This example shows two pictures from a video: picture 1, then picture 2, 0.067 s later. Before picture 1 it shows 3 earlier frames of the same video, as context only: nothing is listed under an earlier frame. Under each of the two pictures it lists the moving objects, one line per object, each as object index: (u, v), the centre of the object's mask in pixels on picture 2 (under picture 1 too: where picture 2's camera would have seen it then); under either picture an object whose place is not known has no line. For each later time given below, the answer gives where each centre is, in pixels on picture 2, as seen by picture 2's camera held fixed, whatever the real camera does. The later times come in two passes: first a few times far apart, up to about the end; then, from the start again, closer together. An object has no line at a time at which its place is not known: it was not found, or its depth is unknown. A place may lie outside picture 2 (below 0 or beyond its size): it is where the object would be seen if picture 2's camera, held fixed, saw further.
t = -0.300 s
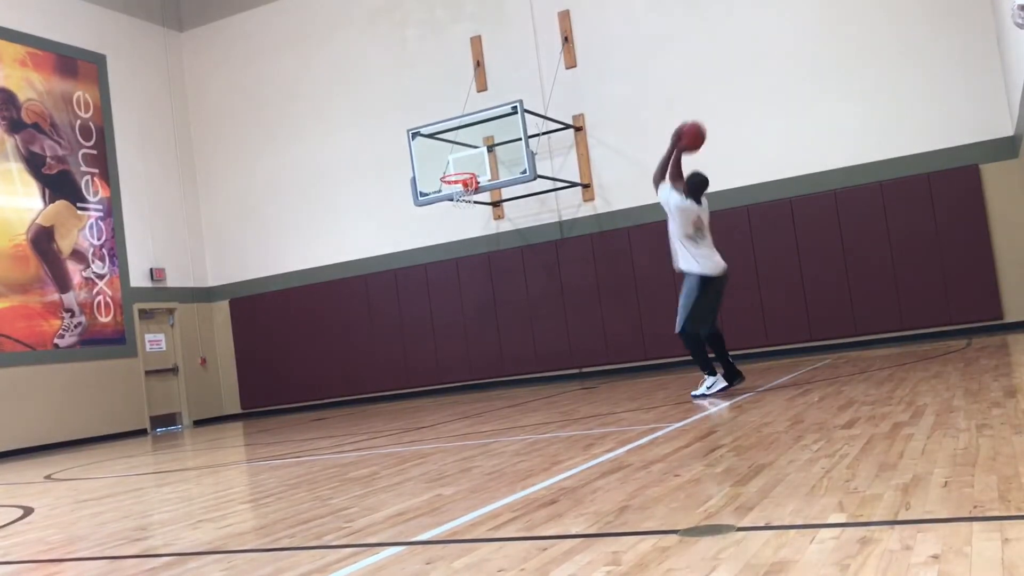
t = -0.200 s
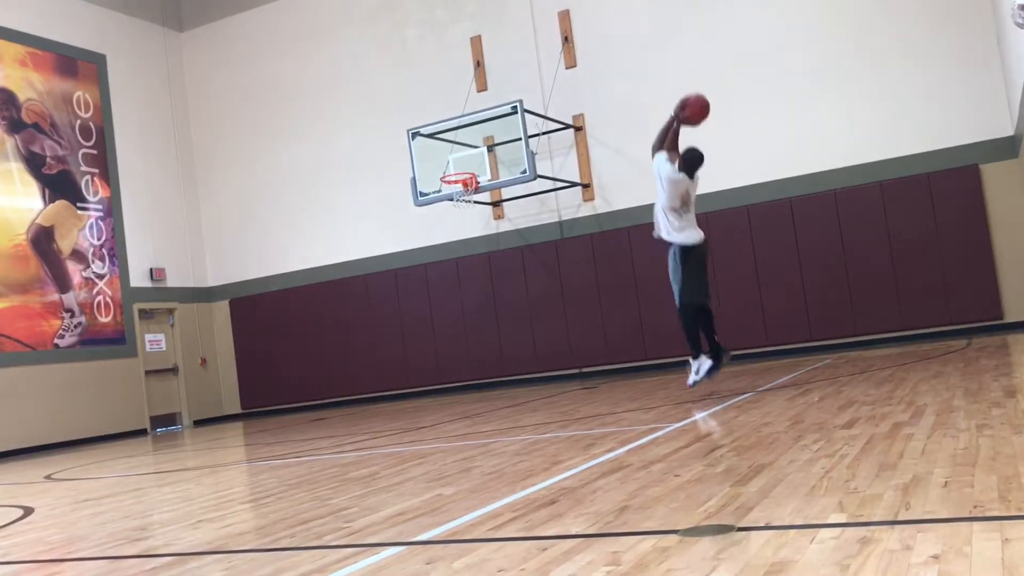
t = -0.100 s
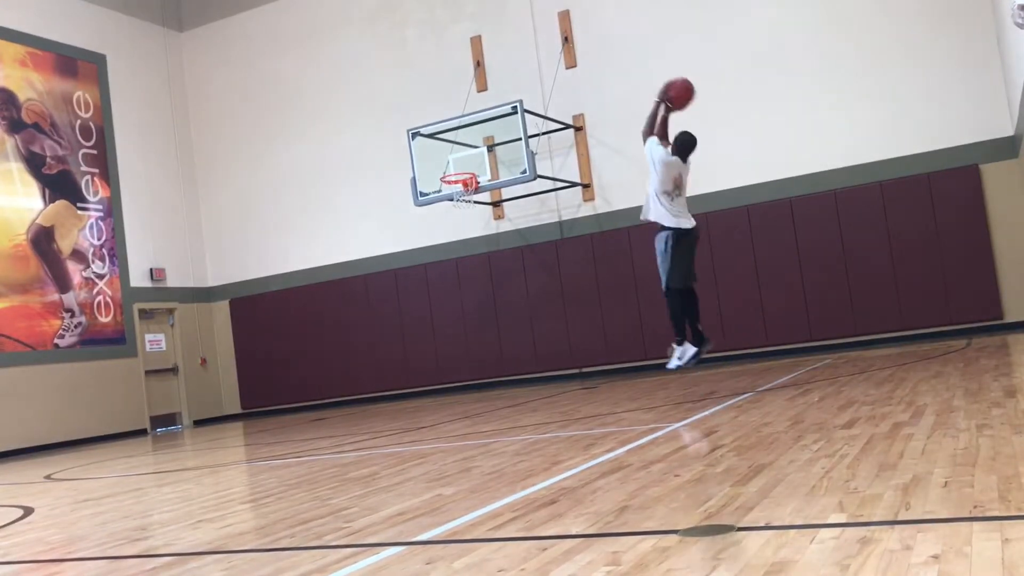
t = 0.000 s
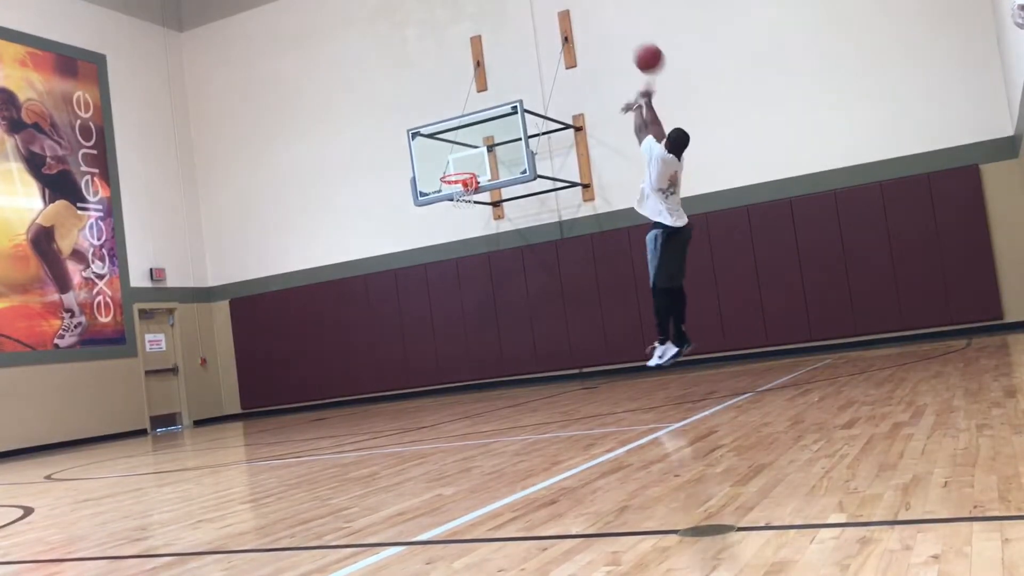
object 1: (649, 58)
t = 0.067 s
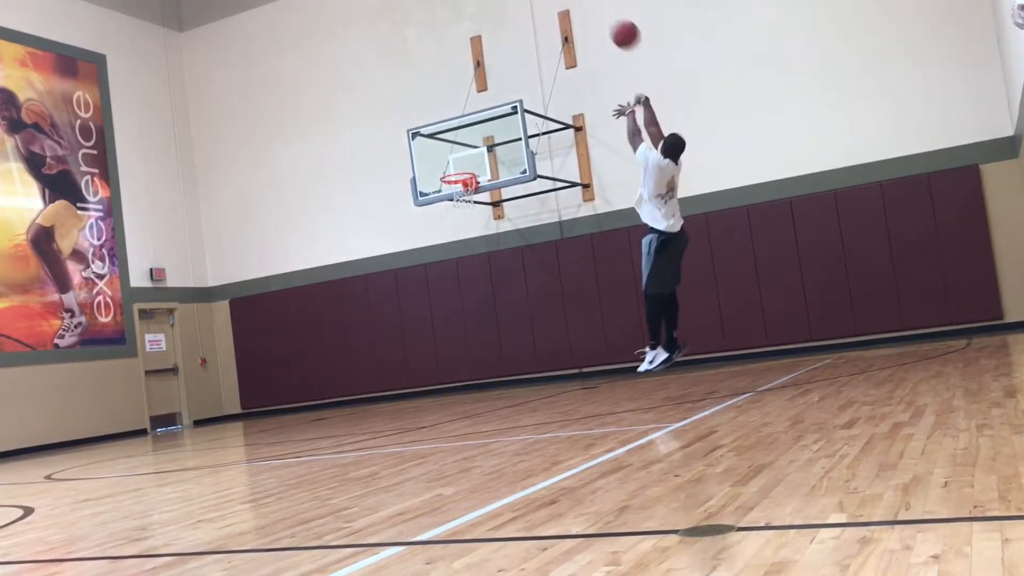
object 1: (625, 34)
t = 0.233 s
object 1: (576, 6)
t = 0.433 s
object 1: (532, 5)
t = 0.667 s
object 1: (496, 40)
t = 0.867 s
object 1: (476, 101)
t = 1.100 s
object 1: (456, 186)
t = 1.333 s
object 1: (449, 225)
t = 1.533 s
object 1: (445, 281)
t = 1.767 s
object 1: (446, 382)
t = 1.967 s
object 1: (440, 339)
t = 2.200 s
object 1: (435, 300)
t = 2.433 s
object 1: (434, 300)
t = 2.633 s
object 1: (438, 330)
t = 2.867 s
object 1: (444, 388)
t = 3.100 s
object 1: (439, 344)
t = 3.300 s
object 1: (438, 337)
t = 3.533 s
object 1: (442, 369)
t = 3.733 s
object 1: (442, 378)
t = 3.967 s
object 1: (439, 359)
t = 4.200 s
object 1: (441, 383)
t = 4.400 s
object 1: (439, 379)
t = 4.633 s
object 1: (435, 381)
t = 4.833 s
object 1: (434, 391)
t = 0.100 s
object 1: (614, 24)
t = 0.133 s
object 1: (604, 16)
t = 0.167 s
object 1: (594, 11)
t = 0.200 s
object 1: (584, 8)
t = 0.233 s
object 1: (576, 6)
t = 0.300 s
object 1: (559, 4)
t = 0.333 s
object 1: (551, 4)
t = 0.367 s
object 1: (547, 3)
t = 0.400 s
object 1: (537, 6)
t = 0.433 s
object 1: (532, 5)
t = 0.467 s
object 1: (526, 7)
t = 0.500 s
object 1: (520, 9)
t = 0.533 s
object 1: (515, 13)
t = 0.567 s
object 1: (510, 19)
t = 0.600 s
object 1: (505, 25)
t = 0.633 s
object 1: (501, 32)
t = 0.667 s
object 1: (496, 40)
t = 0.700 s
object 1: (493, 49)
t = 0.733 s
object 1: (489, 58)
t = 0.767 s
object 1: (486, 67)
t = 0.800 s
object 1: (482, 78)
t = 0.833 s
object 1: (479, 90)
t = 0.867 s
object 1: (476, 101)
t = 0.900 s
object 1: (473, 113)
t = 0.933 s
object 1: (470, 126)
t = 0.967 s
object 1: (468, 138)
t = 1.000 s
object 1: (466, 153)
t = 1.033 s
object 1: (464, 165)
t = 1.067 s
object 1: (461, 177)
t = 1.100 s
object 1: (456, 186)
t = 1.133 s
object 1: (456, 194)
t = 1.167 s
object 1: (455, 198)
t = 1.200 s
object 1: (453, 202)
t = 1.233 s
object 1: (452, 207)
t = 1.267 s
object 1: (451, 212)
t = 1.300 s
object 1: (450, 218)
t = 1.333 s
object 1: (449, 225)
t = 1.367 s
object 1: (449, 232)
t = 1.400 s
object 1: (448, 241)
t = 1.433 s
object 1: (448, 251)
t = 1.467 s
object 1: (446, 259)
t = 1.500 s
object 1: (446, 268)
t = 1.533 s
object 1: (445, 281)
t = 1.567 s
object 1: (445, 293)
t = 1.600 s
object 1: (445, 306)
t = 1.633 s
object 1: (445, 319)
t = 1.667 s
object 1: (445, 333)
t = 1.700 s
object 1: (445, 348)
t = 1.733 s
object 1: (445, 365)
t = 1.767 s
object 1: (446, 382)
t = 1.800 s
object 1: (446, 389)
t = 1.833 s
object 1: (444, 377)
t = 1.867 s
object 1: (443, 367)
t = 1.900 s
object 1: (443, 355)
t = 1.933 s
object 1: (442, 346)
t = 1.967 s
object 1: (440, 339)
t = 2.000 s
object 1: (438, 331)
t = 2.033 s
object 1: (438, 324)
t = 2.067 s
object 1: (437, 318)
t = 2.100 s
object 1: (436, 312)
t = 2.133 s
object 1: (435, 307)
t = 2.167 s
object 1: (435, 303)
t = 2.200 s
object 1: (435, 300)
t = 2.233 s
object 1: (434, 297)
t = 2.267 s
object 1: (434, 296)
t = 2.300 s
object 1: (434, 295)
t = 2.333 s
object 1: (434, 295)
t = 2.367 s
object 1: (434, 296)
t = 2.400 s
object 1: (434, 297)
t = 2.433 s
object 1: (434, 300)
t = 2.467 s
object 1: (435, 302)
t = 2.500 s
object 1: (435, 306)
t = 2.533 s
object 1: (435, 311)
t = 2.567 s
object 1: (436, 317)
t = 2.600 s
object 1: (437, 323)
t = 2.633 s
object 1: (438, 330)
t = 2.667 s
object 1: (439, 338)
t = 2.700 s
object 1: (439, 347)
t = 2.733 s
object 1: (441, 357)
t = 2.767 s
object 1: (442, 367)
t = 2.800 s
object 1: (444, 380)
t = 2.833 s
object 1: (445, 391)
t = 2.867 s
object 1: (444, 388)
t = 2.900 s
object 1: (444, 380)
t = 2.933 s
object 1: (442, 372)
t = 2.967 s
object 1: (441, 364)
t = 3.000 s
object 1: (440, 358)
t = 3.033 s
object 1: (440, 352)
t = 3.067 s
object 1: (439, 347)
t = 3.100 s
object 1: (439, 344)
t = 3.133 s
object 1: (439, 341)
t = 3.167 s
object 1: (438, 338)
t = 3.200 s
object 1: (438, 337)
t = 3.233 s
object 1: (438, 336)
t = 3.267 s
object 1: (438, 336)
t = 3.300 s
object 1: (438, 337)
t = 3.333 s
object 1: (438, 339)
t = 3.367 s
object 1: (439, 342)
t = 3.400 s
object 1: (439, 345)
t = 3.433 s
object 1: (440, 350)
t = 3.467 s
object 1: (441, 355)
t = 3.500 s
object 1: (441, 362)
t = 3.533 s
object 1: (442, 369)
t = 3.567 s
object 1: (442, 376)
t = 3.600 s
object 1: (444, 386)
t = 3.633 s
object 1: (445, 395)
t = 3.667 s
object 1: (444, 390)
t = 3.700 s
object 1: (443, 383)
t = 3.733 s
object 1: (442, 378)
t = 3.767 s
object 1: (441, 373)
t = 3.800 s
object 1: (441, 367)
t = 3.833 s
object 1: (440, 364)
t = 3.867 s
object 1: (439, 362)
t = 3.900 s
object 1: (439, 359)
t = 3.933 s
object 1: (439, 359)
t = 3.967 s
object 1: (439, 359)
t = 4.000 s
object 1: (439, 359)
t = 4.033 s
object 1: (439, 361)
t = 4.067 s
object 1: (439, 364)
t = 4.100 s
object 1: (439, 367)
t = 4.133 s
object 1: (439, 372)
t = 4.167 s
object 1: (440, 377)
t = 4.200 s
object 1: (441, 383)
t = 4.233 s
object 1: (441, 390)
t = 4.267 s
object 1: (442, 397)
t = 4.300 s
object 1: (441, 392)
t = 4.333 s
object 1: (440, 387)
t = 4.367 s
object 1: (439, 382)
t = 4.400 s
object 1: (439, 379)
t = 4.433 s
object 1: (437, 378)
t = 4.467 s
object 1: (437, 375)
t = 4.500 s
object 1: (436, 375)
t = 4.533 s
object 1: (436, 375)
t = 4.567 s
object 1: (436, 376)
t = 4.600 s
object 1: (435, 378)
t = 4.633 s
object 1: (435, 381)
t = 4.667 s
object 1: (436, 385)
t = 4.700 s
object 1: (435, 390)
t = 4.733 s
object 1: (436, 396)
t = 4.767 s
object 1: (436, 399)
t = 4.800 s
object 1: (435, 395)
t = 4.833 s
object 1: (434, 391)
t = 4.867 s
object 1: (434, 387)
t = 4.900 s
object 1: (433, 387)
